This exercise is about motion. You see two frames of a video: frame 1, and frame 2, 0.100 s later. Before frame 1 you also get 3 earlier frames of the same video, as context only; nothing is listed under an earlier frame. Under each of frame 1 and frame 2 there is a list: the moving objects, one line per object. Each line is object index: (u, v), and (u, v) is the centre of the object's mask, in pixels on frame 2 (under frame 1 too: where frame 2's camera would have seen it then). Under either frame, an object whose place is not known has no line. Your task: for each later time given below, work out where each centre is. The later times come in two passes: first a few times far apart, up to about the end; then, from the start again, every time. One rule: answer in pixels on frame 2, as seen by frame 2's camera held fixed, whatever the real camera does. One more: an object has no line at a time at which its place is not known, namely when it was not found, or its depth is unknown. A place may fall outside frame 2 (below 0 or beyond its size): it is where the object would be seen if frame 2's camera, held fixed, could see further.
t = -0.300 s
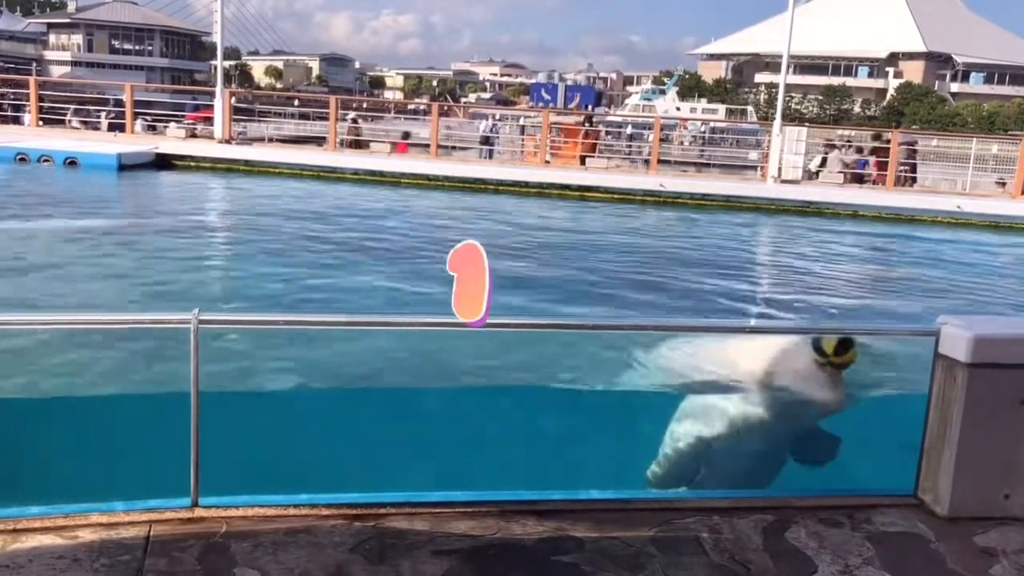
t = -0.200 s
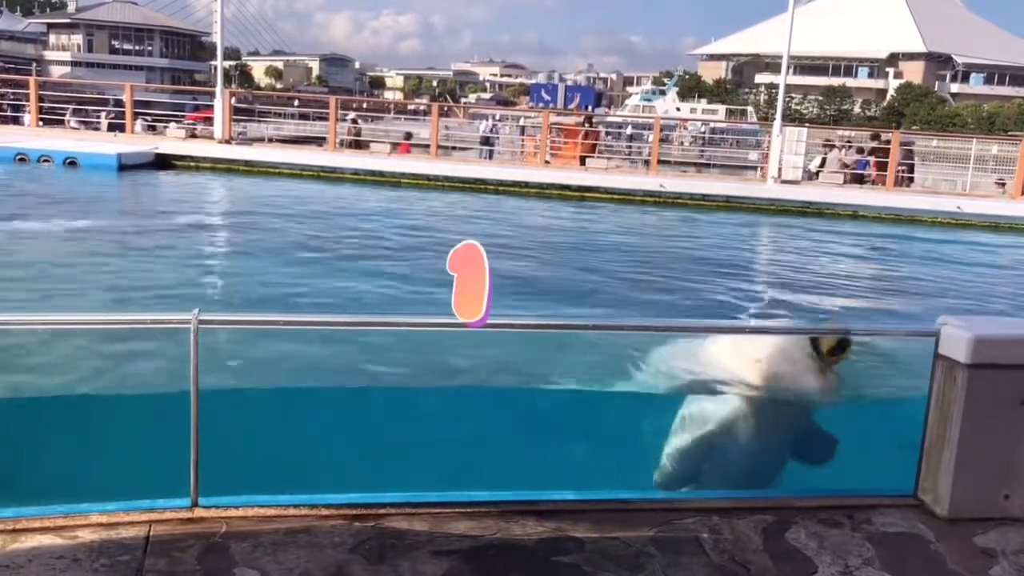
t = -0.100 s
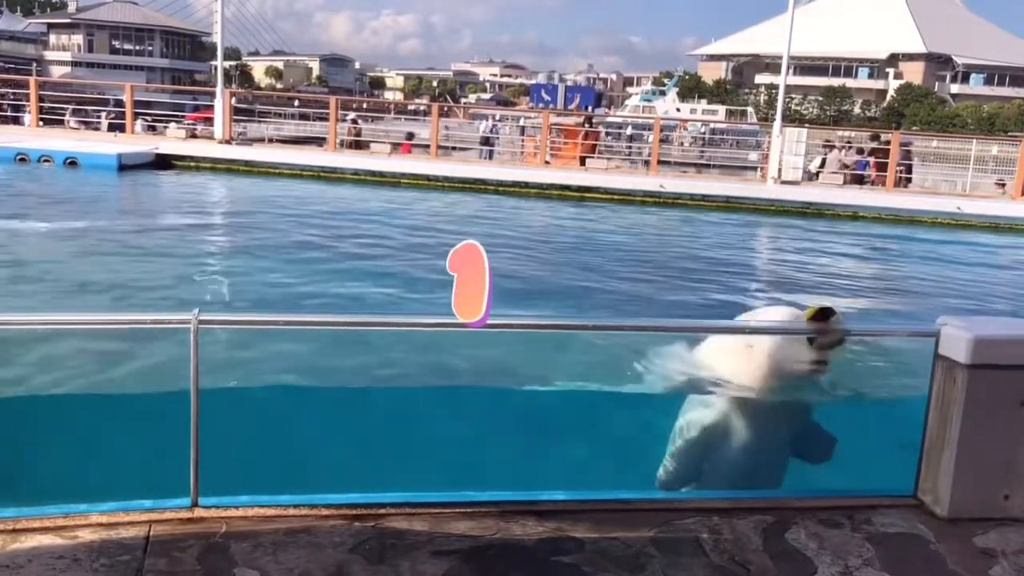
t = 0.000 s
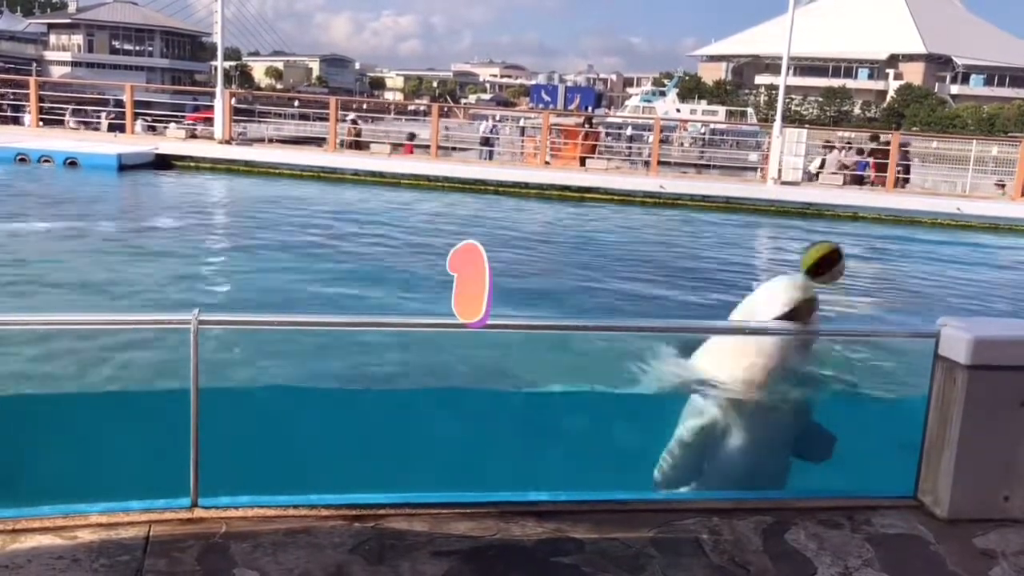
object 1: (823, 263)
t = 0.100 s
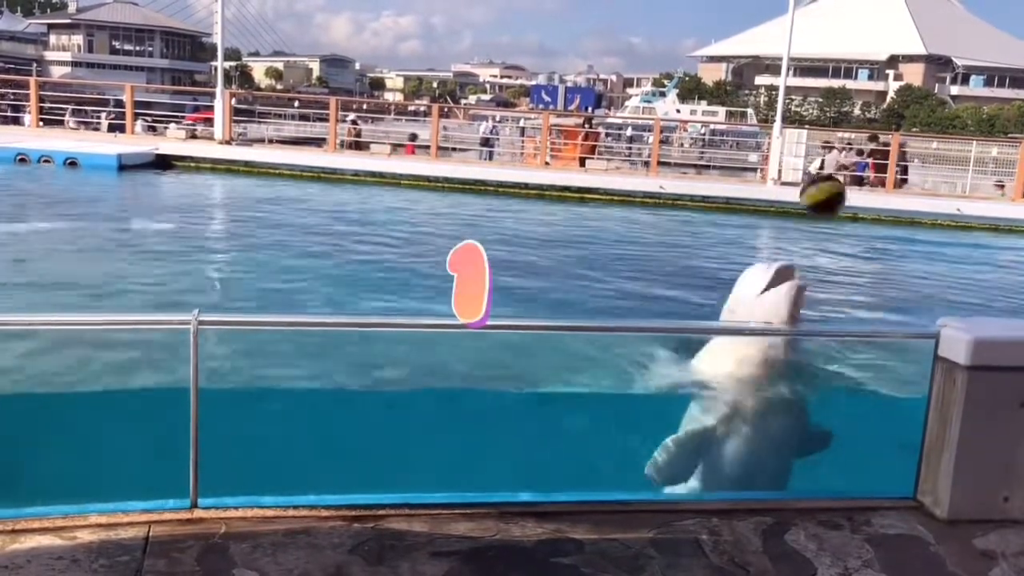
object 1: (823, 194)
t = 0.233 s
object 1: (819, 137)
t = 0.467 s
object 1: (804, 121)
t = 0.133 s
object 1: (822, 178)
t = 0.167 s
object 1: (822, 163)
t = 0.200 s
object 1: (821, 149)
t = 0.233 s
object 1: (819, 137)
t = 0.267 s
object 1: (818, 128)
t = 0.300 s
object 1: (816, 122)
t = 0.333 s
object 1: (813, 117)
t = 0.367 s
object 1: (811, 115)
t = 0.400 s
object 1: (810, 115)
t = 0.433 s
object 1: (807, 118)
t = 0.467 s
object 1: (804, 121)
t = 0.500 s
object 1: (801, 126)
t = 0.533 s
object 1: (797, 135)
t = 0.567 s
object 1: (794, 146)
